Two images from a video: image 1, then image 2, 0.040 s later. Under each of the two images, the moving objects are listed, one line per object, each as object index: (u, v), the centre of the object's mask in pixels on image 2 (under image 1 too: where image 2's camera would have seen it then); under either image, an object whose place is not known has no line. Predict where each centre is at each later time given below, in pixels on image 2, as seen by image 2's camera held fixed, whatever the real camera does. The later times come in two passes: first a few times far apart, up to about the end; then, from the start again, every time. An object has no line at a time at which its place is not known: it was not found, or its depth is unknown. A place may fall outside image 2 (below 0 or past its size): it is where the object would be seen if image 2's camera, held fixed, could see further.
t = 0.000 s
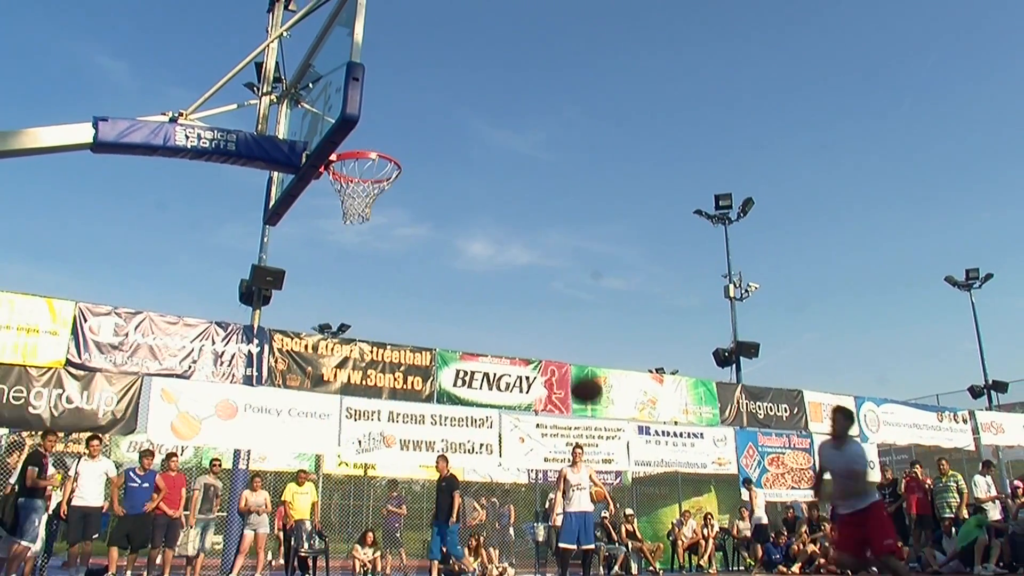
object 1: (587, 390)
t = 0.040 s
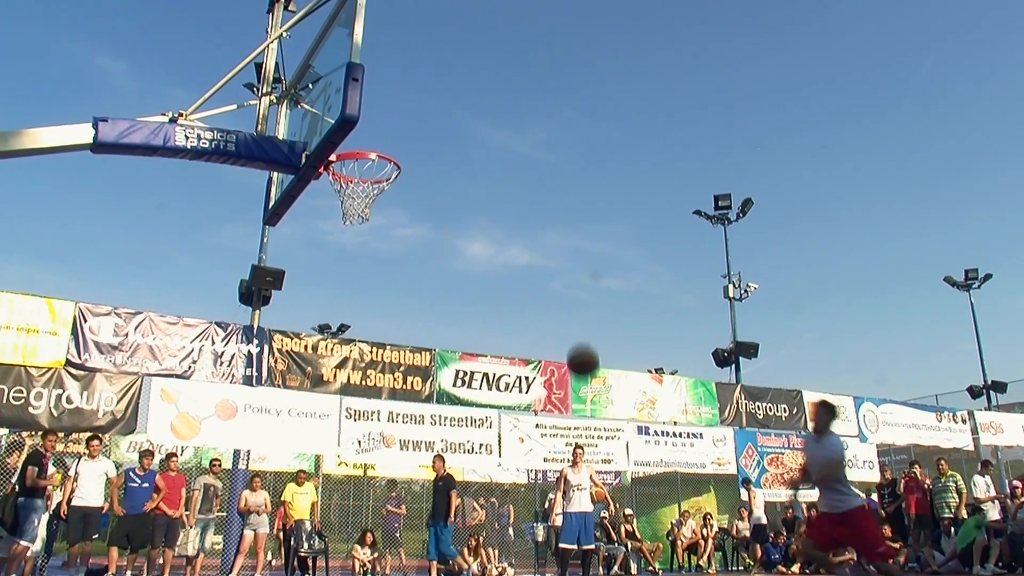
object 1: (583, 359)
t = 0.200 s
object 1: (571, 276)
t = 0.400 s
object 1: (557, 217)
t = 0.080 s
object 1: (580, 336)
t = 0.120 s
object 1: (577, 315)
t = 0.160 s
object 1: (574, 294)
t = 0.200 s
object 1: (571, 276)
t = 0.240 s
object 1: (569, 261)
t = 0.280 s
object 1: (566, 247)
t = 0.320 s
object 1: (563, 235)
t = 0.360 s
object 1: (560, 225)
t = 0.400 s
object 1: (557, 217)
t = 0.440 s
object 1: (554, 211)
